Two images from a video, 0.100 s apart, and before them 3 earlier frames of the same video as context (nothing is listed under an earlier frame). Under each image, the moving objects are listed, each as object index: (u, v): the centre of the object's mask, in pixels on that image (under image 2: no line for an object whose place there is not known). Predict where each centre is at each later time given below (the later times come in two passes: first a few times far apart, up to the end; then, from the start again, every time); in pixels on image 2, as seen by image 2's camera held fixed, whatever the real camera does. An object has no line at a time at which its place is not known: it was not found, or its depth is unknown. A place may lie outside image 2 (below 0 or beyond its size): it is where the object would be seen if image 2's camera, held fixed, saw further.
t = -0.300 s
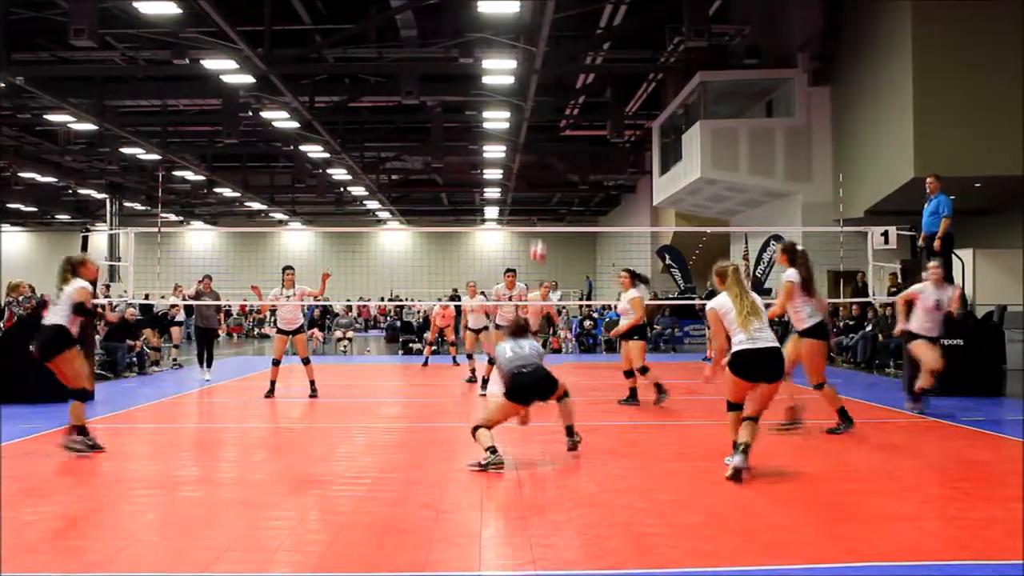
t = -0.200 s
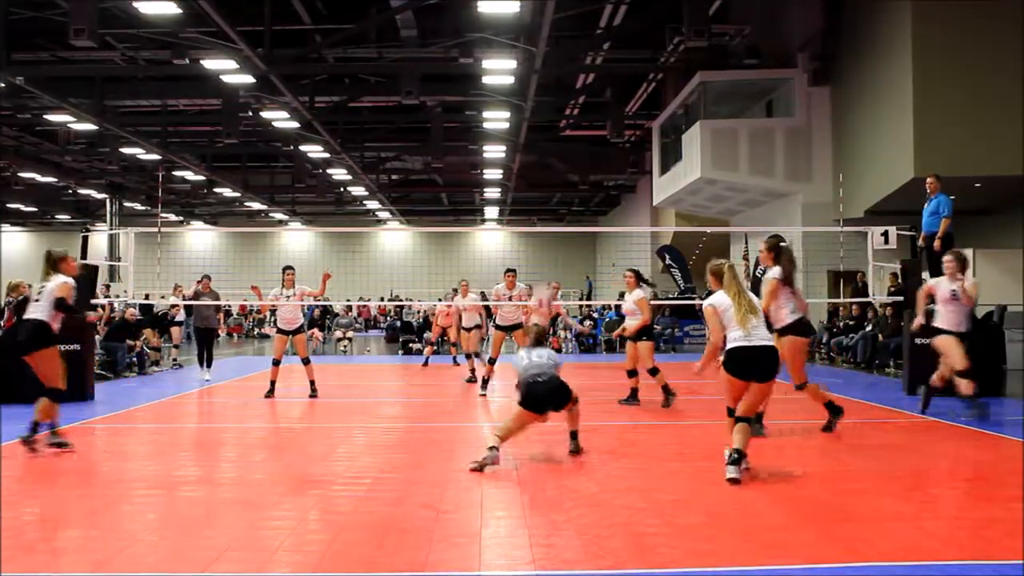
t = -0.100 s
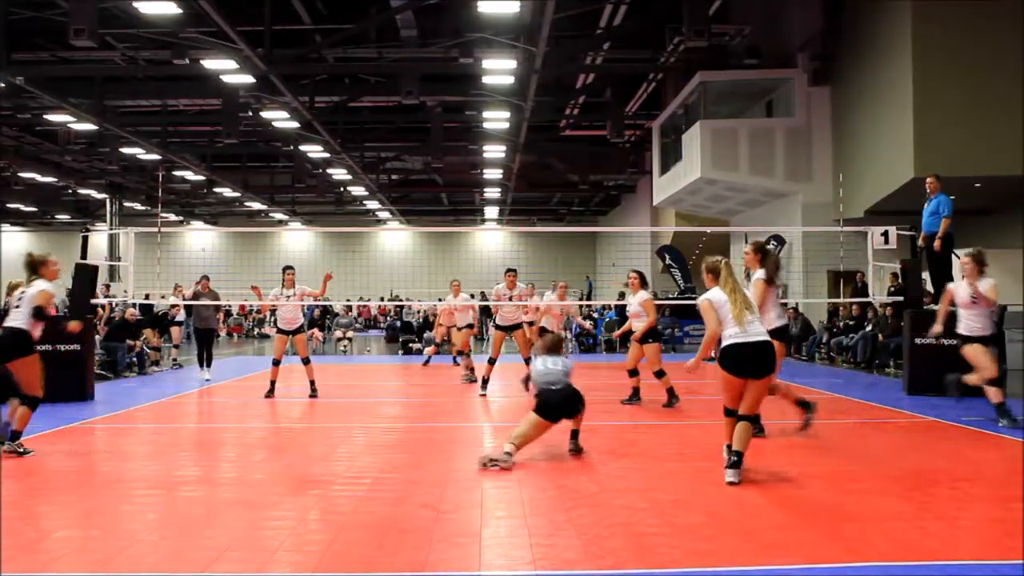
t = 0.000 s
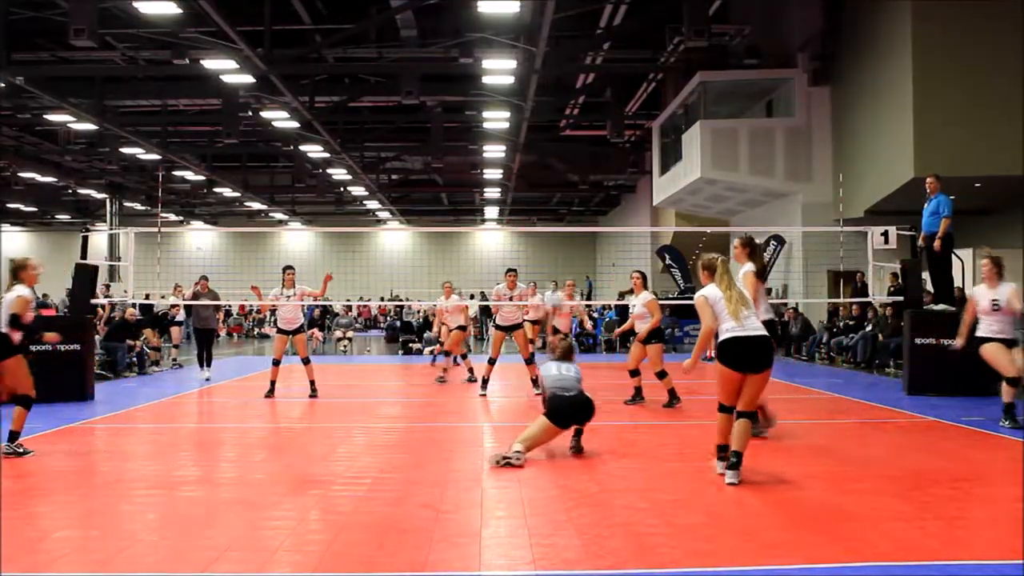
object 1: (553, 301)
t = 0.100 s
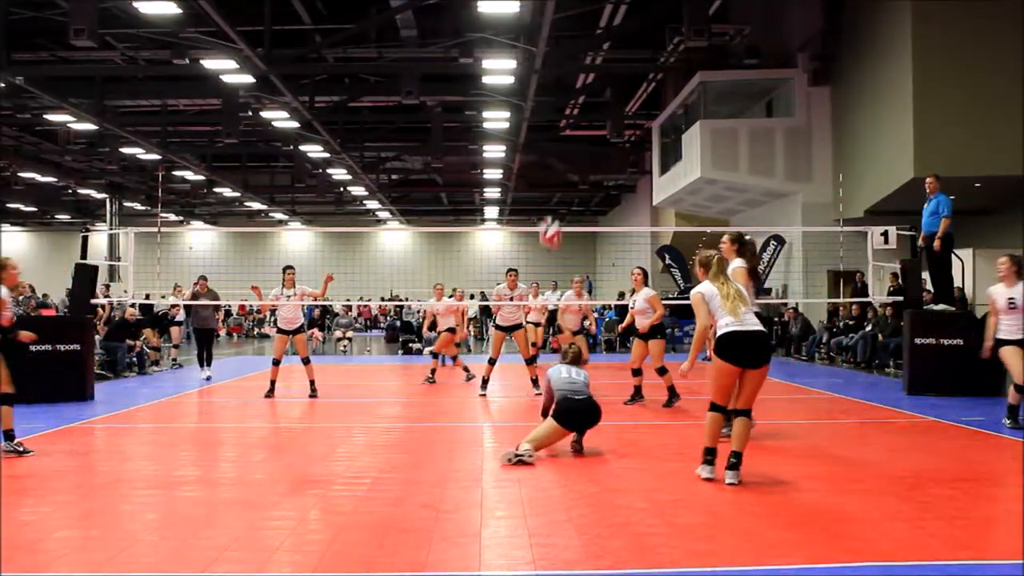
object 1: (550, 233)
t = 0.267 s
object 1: (550, 150)
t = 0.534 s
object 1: (551, 81)
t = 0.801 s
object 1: (551, 81)
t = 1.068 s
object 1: (552, 140)
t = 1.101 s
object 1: (552, 151)
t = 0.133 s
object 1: (550, 212)
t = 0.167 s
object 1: (550, 195)
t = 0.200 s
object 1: (550, 179)
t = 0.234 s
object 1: (550, 164)
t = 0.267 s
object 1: (550, 150)
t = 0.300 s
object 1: (550, 137)
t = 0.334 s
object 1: (551, 125)
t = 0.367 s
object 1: (551, 115)
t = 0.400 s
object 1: (550, 106)
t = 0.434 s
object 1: (550, 97)
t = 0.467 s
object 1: (550, 91)
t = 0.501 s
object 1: (550, 86)
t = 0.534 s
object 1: (551, 81)
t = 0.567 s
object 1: (551, 78)
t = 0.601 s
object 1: (551, 75)
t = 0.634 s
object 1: (551, 74)
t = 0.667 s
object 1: (551, 74)
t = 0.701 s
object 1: (551, 74)
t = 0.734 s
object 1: (551, 75)
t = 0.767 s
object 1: (551, 78)
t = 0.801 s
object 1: (551, 81)
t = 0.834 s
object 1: (551, 85)
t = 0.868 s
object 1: (552, 90)
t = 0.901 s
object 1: (552, 96)
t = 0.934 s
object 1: (552, 104)
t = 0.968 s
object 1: (552, 111)
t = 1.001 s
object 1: (552, 120)
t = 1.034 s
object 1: (553, 129)
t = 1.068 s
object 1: (552, 140)
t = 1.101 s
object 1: (552, 151)
